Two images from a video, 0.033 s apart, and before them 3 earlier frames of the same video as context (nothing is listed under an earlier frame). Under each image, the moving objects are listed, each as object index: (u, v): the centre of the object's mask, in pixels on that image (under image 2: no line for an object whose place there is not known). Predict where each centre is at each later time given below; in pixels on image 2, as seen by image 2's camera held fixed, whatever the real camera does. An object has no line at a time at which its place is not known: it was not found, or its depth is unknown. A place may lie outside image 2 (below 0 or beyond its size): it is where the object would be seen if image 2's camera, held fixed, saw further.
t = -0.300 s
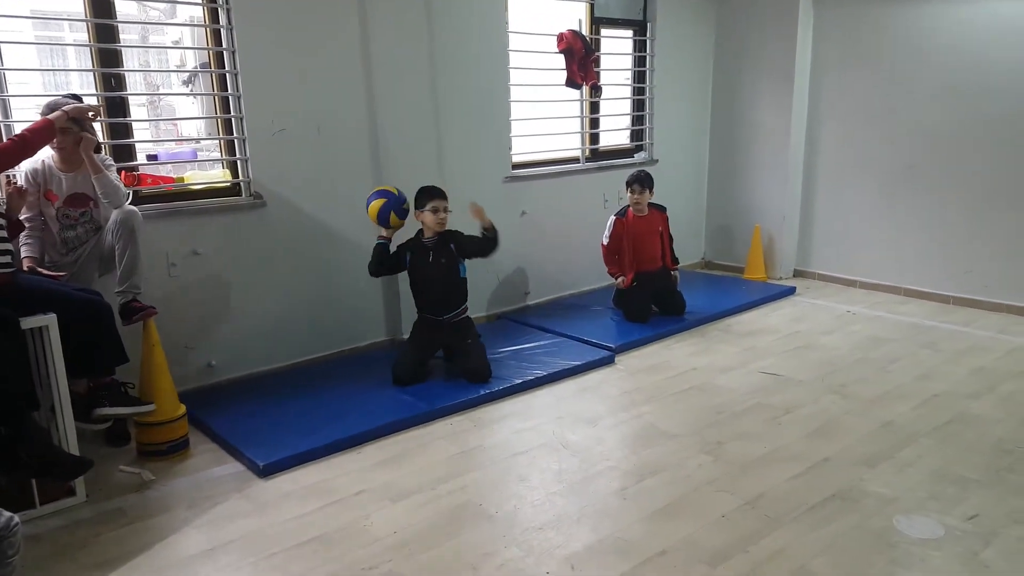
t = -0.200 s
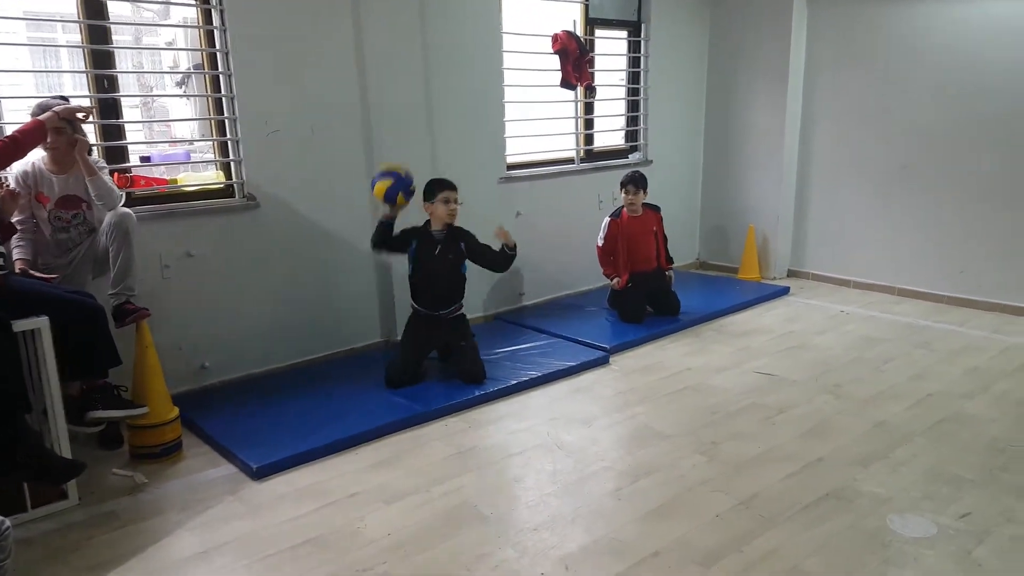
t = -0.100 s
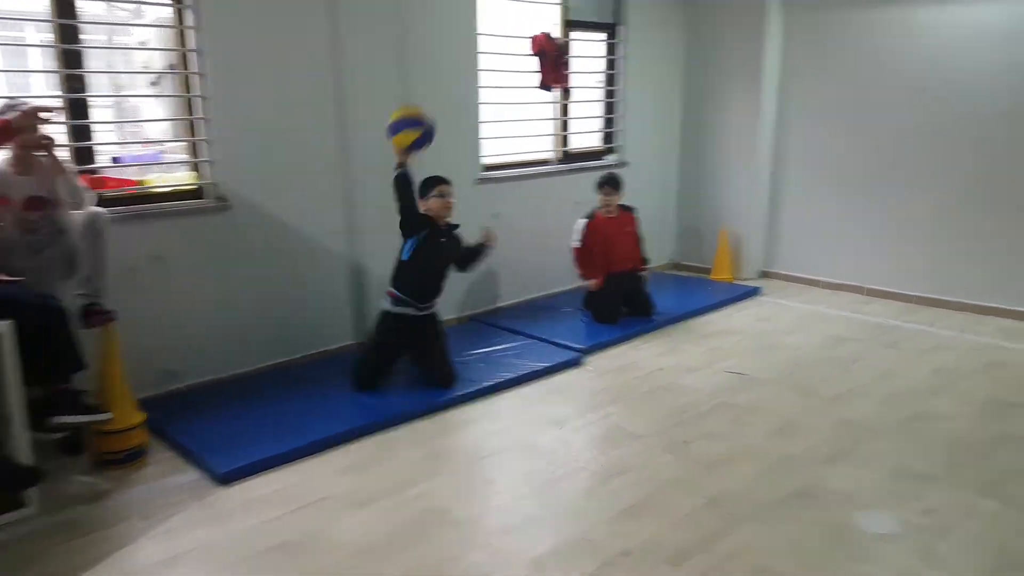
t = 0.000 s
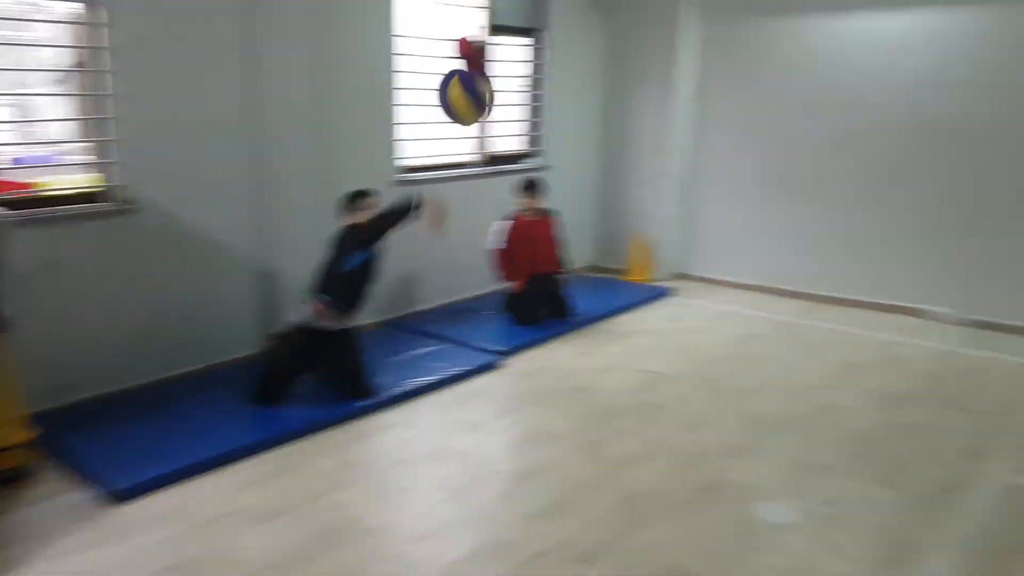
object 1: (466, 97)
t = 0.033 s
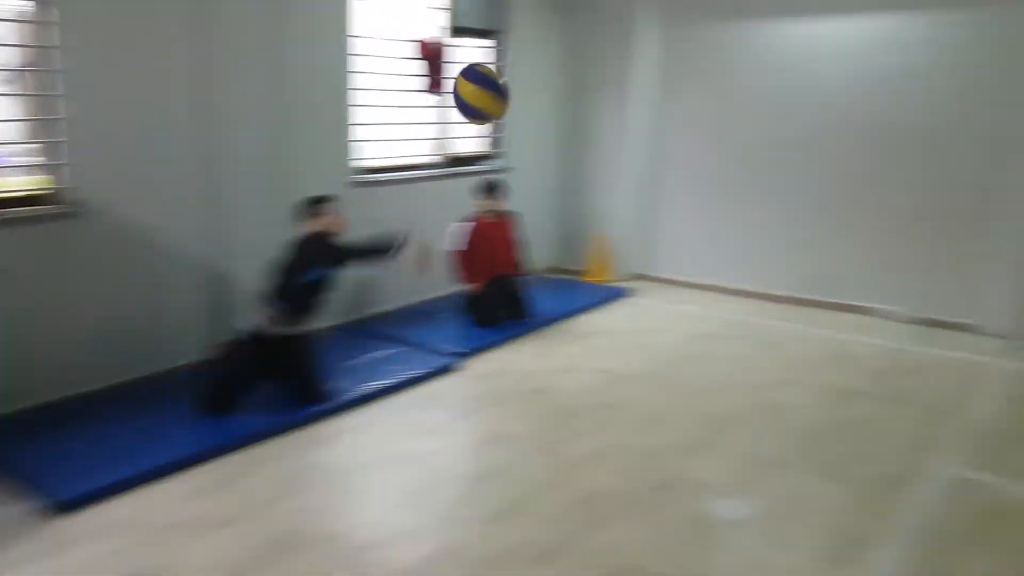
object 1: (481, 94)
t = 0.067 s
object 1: (542, 92)
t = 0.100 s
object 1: (611, 94)
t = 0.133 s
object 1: (685, 98)
